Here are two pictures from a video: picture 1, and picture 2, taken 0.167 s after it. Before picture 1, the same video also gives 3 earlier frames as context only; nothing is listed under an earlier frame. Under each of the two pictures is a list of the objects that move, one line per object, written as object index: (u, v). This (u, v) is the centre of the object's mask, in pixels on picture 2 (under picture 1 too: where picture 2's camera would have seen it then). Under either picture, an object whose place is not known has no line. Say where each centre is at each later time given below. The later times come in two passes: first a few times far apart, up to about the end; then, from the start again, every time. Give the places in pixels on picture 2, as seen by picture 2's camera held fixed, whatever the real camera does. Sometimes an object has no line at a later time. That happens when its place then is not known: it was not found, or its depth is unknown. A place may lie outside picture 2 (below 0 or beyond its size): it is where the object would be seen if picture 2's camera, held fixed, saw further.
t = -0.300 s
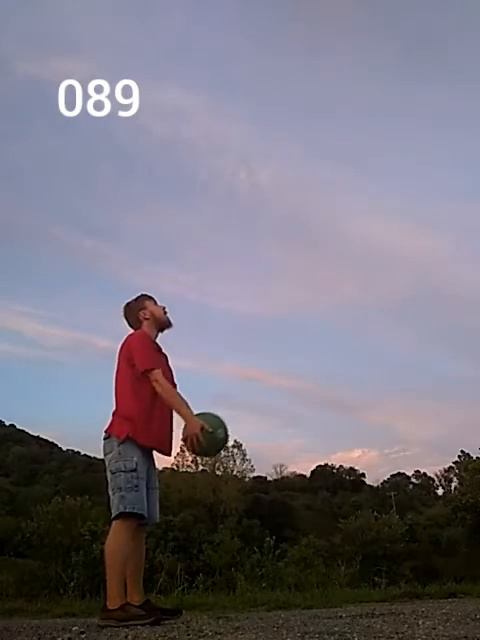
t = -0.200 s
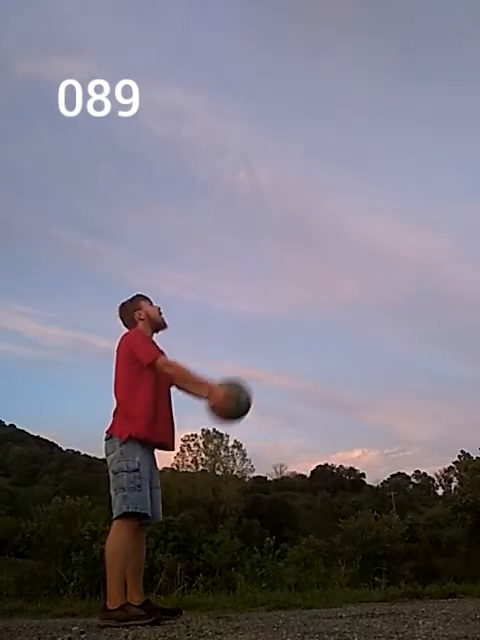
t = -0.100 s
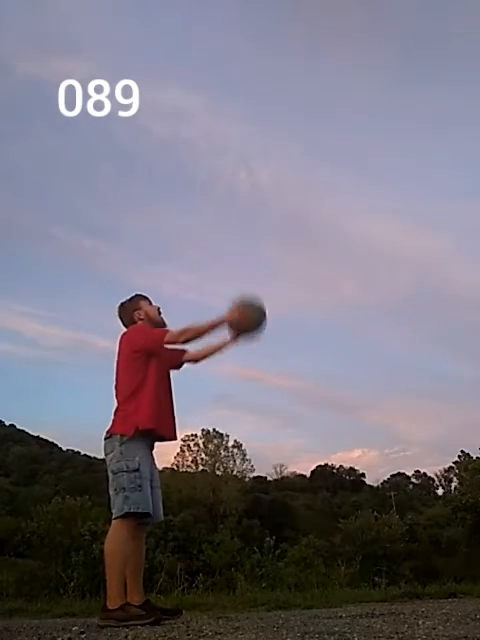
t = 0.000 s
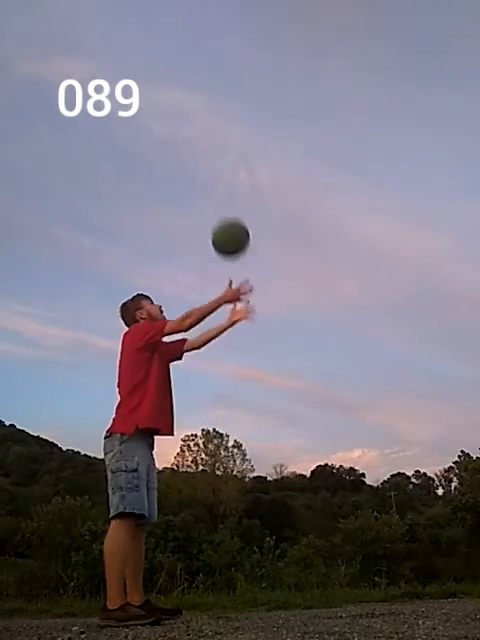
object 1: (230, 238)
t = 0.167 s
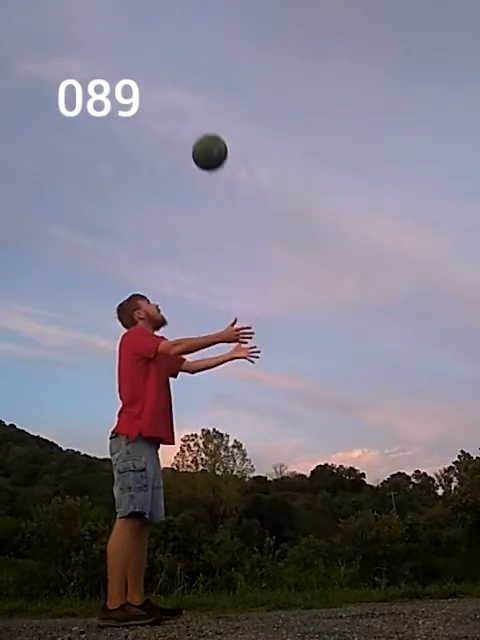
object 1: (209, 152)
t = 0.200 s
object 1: (206, 140)
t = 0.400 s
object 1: (187, 98)
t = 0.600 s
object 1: (171, 99)
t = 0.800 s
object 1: (155, 139)
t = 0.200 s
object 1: (206, 140)
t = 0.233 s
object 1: (202, 130)
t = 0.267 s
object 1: (199, 121)
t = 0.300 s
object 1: (196, 114)
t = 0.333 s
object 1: (193, 107)
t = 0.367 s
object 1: (190, 102)
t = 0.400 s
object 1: (187, 98)
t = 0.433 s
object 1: (184, 96)
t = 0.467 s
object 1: (181, 94)
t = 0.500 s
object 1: (179, 94)
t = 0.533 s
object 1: (176, 94)
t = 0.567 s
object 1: (173, 96)
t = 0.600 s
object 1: (171, 99)
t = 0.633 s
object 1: (168, 103)
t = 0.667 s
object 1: (166, 107)
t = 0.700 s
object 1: (163, 114)
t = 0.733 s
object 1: (160, 121)
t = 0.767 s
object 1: (157, 130)
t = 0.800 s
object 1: (155, 139)
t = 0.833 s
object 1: (152, 150)
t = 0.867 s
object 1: (149, 163)
